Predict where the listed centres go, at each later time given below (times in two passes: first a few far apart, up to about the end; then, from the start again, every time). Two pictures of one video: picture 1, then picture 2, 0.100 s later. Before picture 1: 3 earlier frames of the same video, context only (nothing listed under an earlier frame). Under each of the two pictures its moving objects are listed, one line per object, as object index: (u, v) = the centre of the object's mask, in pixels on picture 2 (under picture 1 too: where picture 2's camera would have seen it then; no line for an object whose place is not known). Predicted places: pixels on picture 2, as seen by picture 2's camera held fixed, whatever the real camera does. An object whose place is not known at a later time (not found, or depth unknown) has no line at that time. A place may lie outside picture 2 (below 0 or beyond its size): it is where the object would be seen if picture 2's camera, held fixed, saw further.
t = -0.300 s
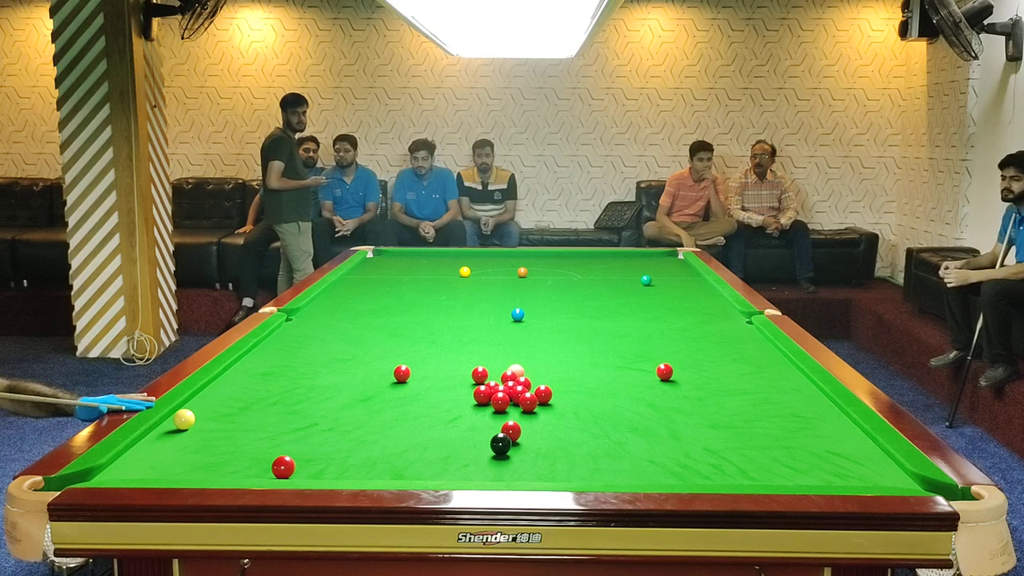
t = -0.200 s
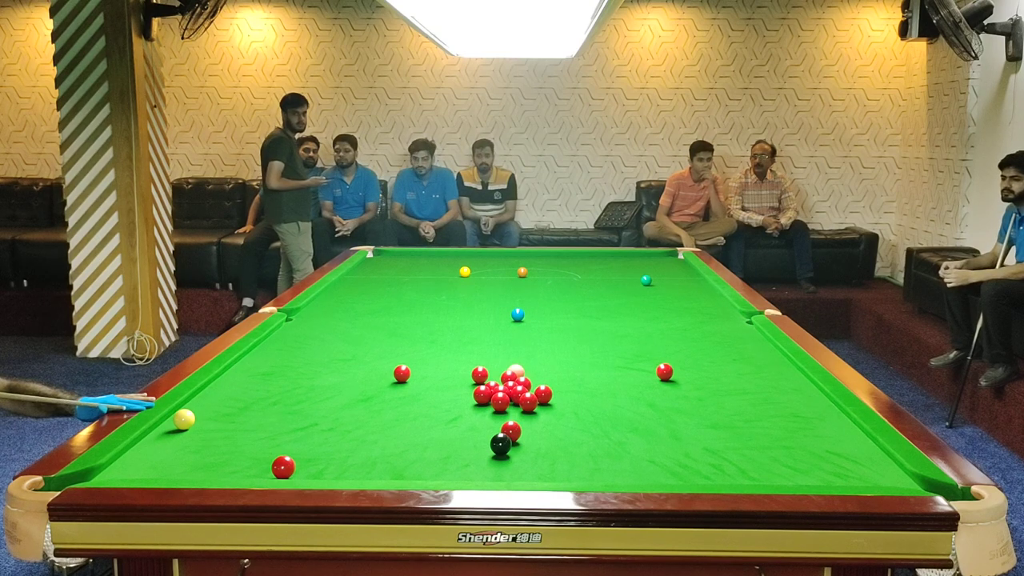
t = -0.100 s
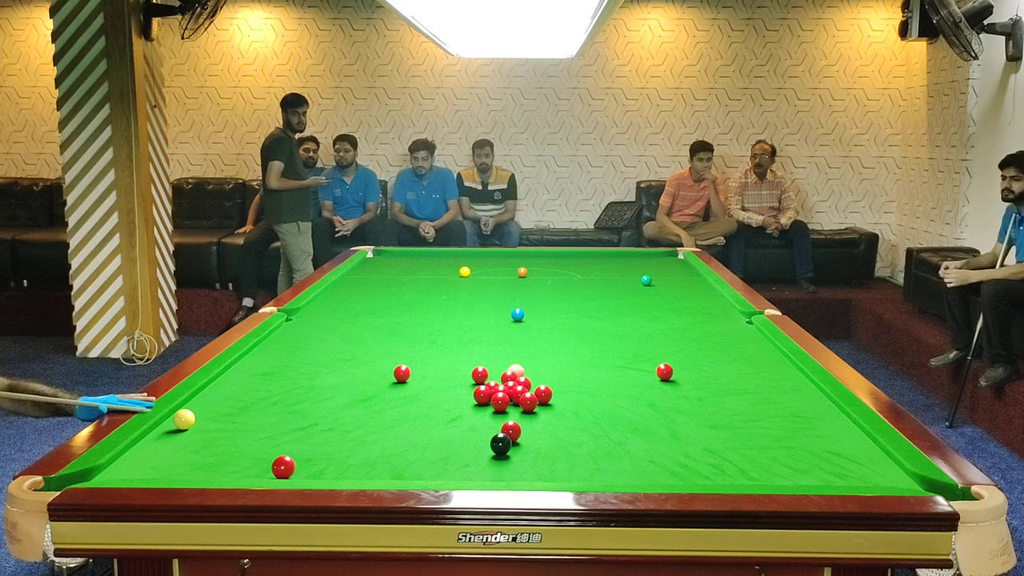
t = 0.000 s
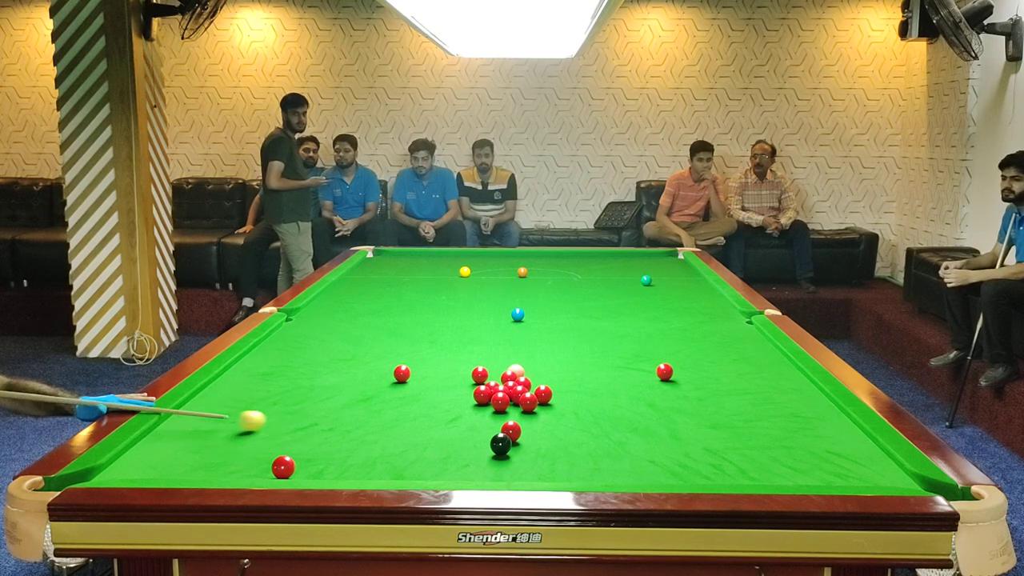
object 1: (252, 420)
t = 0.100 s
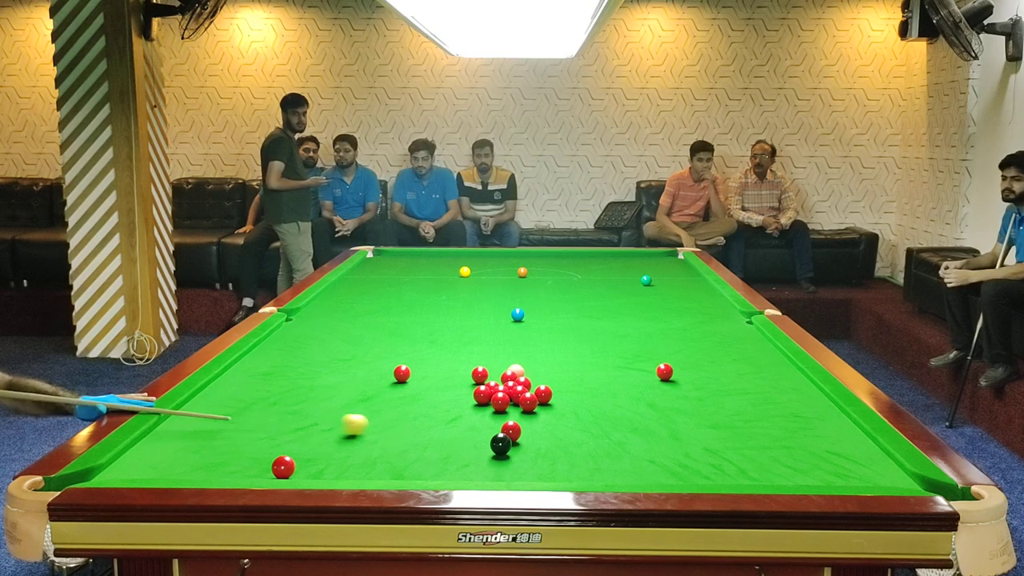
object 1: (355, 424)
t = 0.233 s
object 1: (491, 427)
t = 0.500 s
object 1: (549, 411)
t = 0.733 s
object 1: (621, 401)
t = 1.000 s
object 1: (697, 391)
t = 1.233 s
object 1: (758, 382)
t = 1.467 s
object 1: (788, 375)
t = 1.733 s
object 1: (741, 367)
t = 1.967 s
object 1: (705, 361)
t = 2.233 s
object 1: (667, 355)
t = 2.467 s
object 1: (637, 350)
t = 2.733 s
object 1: (606, 345)
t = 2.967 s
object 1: (581, 340)
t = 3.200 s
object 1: (558, 337)
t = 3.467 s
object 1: (534, 333)
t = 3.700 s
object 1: (514, 329)
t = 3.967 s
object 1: (494, 326)
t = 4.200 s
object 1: (477, 323)
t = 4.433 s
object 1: (462, 320)
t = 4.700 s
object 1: (446, 318)
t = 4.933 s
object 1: (433, 316)
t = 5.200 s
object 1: (420, 314)
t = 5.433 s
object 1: (409, 312)
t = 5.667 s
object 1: (400, 310)
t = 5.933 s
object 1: (390, 308)
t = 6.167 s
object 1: (382, 307)
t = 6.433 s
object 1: (375, 306)
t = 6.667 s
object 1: (369, 305)
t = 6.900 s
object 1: (364, 304)
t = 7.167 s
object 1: (359, 303)
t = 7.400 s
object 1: (356, 302)
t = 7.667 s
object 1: (353, 302)
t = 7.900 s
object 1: (351, 302)
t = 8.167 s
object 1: (350, 302)
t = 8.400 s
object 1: (349, 302)
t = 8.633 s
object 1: (349, 302)
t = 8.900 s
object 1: (349, 302)
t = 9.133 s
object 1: (349, 302)
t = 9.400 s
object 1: (349, 302)
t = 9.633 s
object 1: (349, 302)
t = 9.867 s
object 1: (349, 302)
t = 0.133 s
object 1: (389, 424)
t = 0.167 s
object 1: (423, 425)
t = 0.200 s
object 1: (459, 426)
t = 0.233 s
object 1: (491, 427)
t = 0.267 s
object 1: (496, 425)
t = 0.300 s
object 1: (502, 422)
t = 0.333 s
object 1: (508, 420)
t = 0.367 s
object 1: (515, 418)
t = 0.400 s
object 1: (523, 417)
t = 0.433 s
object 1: (531, 414)
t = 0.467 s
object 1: (540, 413)
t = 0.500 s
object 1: (549, 411)
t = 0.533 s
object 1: (560, 410)
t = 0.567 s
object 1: (570, 408)
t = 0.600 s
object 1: (580, 406)
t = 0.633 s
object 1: (591, 405)
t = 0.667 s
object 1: (601, 404)
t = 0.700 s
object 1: (611, 402)
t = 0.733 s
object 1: (621, 401)
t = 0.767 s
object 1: (631, 399)
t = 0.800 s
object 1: (641, 398)
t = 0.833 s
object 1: (650, 397)
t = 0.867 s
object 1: (660, 396)
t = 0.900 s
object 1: (669, 394)
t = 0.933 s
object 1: (679, 393)
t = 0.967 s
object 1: (688, 392)
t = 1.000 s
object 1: (697, 391)
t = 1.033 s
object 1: (706, 389)
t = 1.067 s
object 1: (715, 388)
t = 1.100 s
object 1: (724, 387)
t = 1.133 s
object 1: (732, 386)
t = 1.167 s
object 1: (741, 384)
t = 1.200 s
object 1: (750, 383)
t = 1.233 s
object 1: (758, 382)
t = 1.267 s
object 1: (766, 381)
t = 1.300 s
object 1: (774, 380)
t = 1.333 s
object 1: (782, 379)
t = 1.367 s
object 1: (790, 378)
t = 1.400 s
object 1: (798, 377)
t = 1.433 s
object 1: (796, 376)
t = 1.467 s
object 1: (788, 375)
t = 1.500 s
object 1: (781, 374)
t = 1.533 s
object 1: (775, 373)
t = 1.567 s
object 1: (769, 372)
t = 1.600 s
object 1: (763, 371)
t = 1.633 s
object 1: (757, 370)
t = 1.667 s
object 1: (752, 369)
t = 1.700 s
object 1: (746, 368)
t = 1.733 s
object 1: (741, 367)
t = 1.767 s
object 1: (736, 366)
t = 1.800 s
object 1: (730, 365)
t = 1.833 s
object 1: (725, 365)
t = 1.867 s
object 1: (720, 364)
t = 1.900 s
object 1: (715, 363)
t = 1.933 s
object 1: (710, 362)
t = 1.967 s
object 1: (705, 361)
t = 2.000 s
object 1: (700, 361)
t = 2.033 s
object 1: (695, 360)
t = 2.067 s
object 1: (690, 359)
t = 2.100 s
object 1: (686, 358)
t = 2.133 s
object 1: (681, 357)
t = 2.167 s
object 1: (676, 356)
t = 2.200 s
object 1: (671, 356)
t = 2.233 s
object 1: (667, 355)
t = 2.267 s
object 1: (662, 354)
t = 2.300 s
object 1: (658, 354)
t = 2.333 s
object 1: (654, 353)
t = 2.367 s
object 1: (650, 352)
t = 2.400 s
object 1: (645, 351)
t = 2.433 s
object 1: (641, 351)
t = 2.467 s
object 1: (637, 350)
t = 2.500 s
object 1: (633, 349)
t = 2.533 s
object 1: (629, 348)
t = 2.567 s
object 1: (625, 348)
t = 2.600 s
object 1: (621, 347)
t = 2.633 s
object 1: (617, 347)
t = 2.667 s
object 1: (613, 346)
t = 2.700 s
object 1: (609, 345)
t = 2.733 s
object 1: (606, 345)
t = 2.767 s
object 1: (602, 344)
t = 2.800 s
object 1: (598, 343)
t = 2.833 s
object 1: (595, 343)
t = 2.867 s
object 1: (591, 342)
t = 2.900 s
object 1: (588, 341)
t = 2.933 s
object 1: (584, 341)
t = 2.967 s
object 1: (581, 340)
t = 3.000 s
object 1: (577, 340)
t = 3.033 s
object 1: (574, 339)
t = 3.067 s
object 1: (571, 339)
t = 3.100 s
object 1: (568, 338)
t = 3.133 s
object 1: (564, 338)
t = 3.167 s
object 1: (561, 337)
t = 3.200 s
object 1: (558, 337)
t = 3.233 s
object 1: (555, 336)
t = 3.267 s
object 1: (552, 335)
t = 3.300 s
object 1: (548, 335)
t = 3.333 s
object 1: (545, 334)
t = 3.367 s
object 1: (543, 334)
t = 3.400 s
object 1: (540, 333)
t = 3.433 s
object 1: (536, 333)
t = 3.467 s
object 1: (534, 333)
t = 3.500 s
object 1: (531, 332)
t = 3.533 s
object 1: (528, 332)
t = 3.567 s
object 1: (525, 331)
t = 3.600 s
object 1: (522, 331)
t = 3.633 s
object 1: (519, 330)
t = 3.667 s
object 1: (517, 330)
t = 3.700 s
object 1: (514, 329)
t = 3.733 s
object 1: (512, 329)
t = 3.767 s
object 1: (509, 328)
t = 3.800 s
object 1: (506, 328)
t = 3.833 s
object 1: (504, 327)
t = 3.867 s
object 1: (501, 327)
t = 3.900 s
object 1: (499, 327)
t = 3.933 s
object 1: (496, 326)
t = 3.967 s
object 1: (494, 326)
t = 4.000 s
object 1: (491, 325)
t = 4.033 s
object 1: (489, 325)
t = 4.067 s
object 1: (487, 325)
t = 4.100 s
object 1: (484, 324)
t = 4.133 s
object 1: (482, 324)
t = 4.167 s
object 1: (480, 323)
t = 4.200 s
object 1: (477, 323)
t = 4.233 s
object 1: (475, 323)
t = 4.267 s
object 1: (473, 322)
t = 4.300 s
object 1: (470, 322)
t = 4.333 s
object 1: (469, 322)
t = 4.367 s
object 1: (466, 321)
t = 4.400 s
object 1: (464, 321)
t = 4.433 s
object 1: (462, 320)
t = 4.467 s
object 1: (460, 320)
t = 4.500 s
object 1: (458, 320)
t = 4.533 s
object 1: (456, 319)
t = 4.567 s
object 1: (454, 319)
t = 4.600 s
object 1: (452, 319)
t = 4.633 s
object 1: (450, 319)
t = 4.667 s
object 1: (448, 318)
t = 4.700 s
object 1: (446, 318)
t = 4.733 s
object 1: (444, 318)
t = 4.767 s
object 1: (442, 317)
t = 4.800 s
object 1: (440, 317)
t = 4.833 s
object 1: (438, 317)
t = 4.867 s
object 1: (437, 316)
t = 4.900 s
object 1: (435, 316)
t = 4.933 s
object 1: (433, 316)
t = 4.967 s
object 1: (431, 315)
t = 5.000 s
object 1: (430, 315)
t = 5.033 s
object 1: (428, 315)
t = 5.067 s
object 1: (426, 315)
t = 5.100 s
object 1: (425, 314)
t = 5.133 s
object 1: (423, 314)
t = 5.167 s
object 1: (421, 314)
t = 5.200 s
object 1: (420, 314)
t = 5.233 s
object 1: (418, 313)
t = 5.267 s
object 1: (417, 313)
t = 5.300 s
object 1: (415, 312)
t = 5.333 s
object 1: (414, 312)
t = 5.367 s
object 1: (412, 312)
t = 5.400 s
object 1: (411, 312)
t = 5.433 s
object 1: (409, 312)
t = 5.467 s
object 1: (408, 311)
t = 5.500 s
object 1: (407, 311)
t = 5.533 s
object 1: (405, 311)
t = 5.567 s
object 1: (404, 310)
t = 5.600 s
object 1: (402, 310)
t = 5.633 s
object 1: (401, 310)
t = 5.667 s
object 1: (400, 310)
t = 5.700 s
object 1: (398, 310)
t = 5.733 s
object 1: (397, 309)
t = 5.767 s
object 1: (396, 309)
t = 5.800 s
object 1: (395, 309)
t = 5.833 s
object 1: (394, 309)
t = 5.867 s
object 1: (392, 309)
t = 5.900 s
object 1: (391, 309)
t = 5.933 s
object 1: (390, 308)
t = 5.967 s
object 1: (389, 308)
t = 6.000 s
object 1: (388, 308)
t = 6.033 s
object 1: (387, 308)
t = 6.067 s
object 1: (385, 307)
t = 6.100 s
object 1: (384, 307)
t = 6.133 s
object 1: (383, 307)
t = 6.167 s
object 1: (382, 307)
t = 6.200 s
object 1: (381, 307)
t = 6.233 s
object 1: (380, 307)
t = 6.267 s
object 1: (379, 306)
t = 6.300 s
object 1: (378, 306)
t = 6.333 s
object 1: (377, 306)
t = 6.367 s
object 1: (376, 306)
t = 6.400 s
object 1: (376, 306)
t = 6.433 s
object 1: (375, 306)
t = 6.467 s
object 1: (374, 306)
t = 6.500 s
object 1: (373, 305)
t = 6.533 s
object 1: (372, 305)
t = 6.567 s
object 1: (371, 305)
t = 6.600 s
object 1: (370, 305)
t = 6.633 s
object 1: (370, 305)
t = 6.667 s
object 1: (369, 305)
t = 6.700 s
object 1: (368, 305)
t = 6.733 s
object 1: (367, 304)
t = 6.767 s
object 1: (367, 304)
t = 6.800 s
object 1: (366, 304)
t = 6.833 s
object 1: (365, 304)
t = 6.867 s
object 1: (365, 304)
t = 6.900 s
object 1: (364, 304)
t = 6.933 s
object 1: (363, 304)
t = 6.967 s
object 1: (362, 304)
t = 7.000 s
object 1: (362, 303)
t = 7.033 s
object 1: (361, 303)
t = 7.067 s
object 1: (360, 303)
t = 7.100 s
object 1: (360, 303)
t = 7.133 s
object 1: (359, 303)
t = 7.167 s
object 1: (359, 303)
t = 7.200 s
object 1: (358, 303)
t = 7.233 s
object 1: (358, 303)
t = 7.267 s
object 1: (357, 303)
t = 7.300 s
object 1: (357, 303)
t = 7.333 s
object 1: (356, 302)
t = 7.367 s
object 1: (356, 302)
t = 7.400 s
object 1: (356, 302)
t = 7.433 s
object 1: (355, 302)
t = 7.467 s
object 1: (355, 302)
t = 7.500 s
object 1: (354, 302)
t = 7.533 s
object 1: (354, 302)
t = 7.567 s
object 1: (353, 302)
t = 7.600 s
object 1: (353, 302)
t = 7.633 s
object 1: (353, 302)
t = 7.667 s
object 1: (353, 302)
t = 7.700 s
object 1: (353, 302)
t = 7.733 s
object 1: (352, 302)
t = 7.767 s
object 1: (352, 302)
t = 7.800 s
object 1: (352, 302)
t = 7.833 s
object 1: (351, 302)
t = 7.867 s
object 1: (351, 302)
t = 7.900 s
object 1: (351, 302)
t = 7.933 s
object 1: (351, 302)
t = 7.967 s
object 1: (351, 302)
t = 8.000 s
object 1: (351, 302)
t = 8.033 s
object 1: (350, 302)
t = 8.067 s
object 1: (350, 302)
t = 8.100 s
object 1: (350, 302)
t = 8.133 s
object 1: (350, 302)
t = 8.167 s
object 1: (350, 302)
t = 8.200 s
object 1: (350, 302)
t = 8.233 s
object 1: (350, 302)
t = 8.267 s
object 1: (350, 302)
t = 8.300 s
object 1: (349, 302)
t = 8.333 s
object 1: (349, 302)
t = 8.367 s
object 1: (349, 302)
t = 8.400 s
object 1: (349, 302)
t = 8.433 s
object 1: (349, 302)
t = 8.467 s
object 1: (349, 302)
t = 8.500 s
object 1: (349, 302)
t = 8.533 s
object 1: (349, 302)
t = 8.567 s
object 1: (349, 302)
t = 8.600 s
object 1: (349, 302)
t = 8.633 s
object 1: (349, 302)
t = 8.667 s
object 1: (349, 302)
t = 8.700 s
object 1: (349, 302)
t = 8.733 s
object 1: (349, 302)
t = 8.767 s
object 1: (349, 302)
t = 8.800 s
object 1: (349, 302)
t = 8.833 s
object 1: (349, 302)
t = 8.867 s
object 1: (349, 302)
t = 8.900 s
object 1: (349, 302)
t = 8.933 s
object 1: (349, 302)
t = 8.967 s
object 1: (349, 302)
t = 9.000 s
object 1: (349, 302)
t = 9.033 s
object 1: (349, 302)
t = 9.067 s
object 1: (349, 302)
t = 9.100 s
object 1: (349, 302)
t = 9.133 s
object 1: (349, 302)
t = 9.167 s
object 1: (349, 302)
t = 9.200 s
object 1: (349, 302)
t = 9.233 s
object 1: (349, 302)
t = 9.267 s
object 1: (349, 302)
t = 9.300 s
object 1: (349, 302)
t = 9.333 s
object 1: (349, 302)
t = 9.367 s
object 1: (349, 302)
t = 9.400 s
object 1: (349, 302)
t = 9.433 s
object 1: (349, 302)
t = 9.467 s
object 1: (349, 302)
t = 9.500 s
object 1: (349, 302)
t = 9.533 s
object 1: (349, 302)
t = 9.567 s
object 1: (349, 302)
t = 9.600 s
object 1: (349, 302)
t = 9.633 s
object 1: (349, 302)
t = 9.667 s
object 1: (349, 302)
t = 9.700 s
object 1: (349, 302)
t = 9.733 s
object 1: (349, 302)
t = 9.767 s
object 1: (349, 302)
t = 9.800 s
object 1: (349, 302)
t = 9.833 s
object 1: (349, 302)
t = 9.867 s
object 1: (349, 302)
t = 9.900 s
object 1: (349, 302)
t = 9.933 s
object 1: (349, 302)
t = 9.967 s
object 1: (349, 302)
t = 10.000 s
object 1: (349, 302)
